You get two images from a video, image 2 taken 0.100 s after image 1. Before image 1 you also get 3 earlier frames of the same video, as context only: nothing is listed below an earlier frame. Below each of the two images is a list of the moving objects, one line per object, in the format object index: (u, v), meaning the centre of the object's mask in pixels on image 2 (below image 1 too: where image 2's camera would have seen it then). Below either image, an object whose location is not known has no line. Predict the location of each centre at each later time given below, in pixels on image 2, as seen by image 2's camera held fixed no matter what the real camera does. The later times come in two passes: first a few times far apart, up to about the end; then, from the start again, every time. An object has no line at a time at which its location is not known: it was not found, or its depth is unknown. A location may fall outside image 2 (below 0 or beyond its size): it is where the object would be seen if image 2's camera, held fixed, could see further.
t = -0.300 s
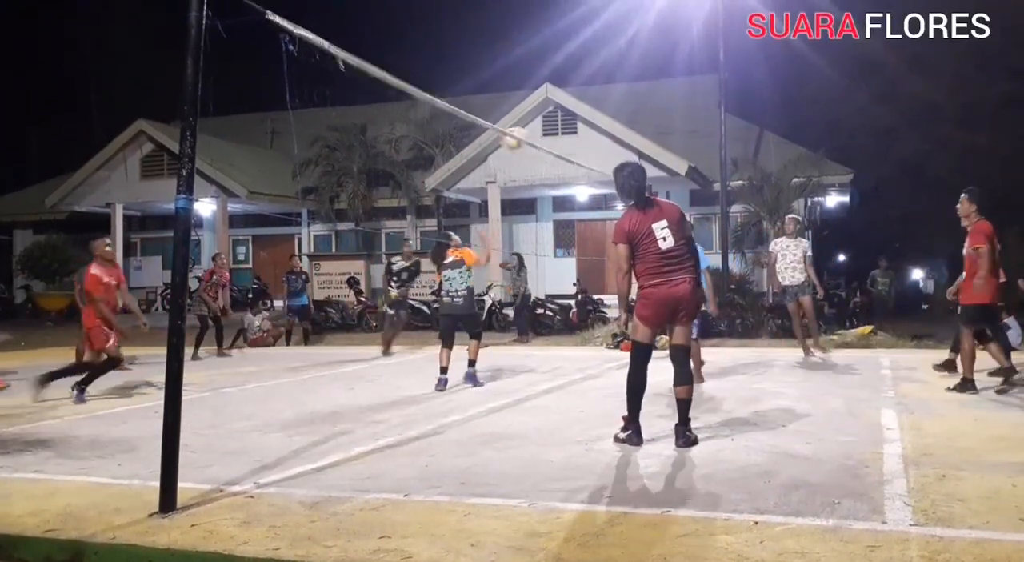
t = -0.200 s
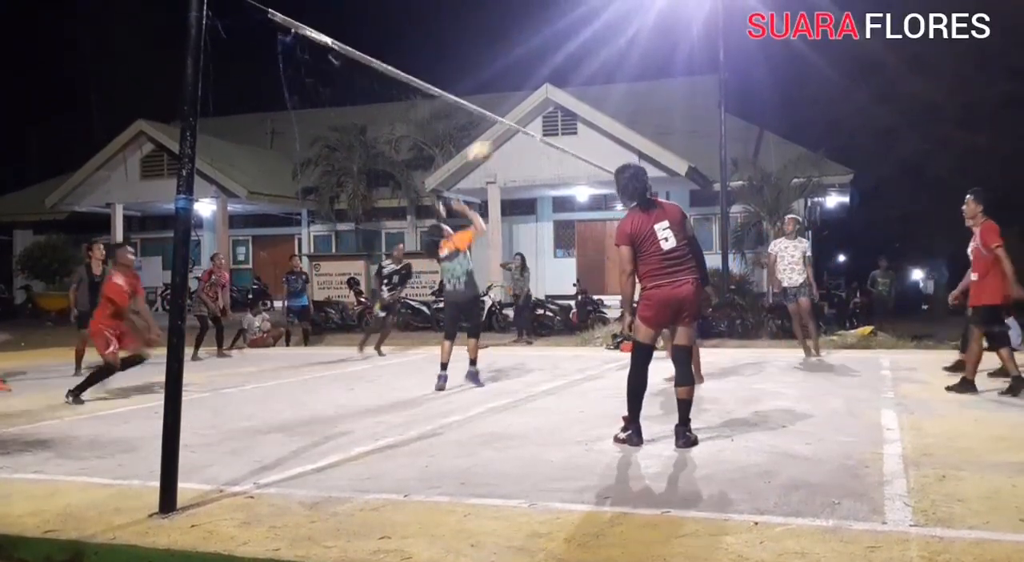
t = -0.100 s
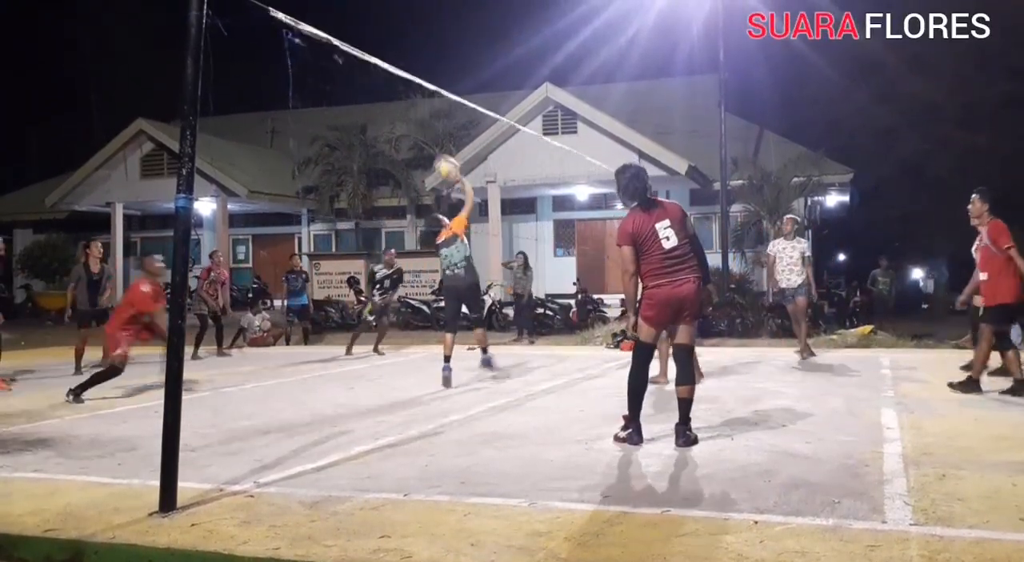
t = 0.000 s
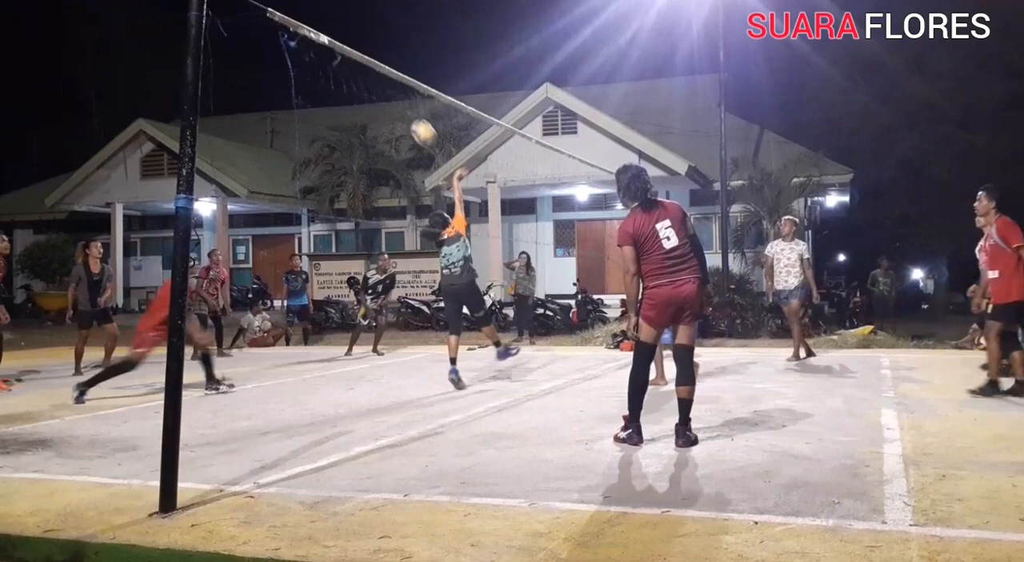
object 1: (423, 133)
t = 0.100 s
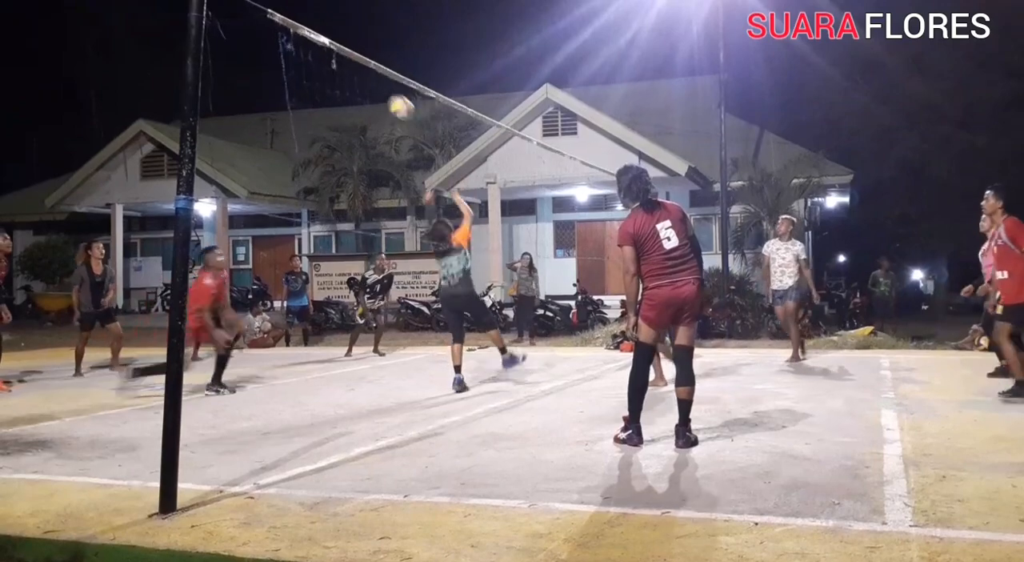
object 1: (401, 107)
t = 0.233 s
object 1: (371, 88)
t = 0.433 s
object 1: (330, 92)
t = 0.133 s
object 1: (393, 100)
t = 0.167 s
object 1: (386, 95)
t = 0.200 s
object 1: (378, 91)
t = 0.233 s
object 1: (371, 88)
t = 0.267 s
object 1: (364, 86)
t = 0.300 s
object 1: (357, 85)
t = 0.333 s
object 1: (351, 85)
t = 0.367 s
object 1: (344, 86)
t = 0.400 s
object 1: (337, 88)
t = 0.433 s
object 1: (330, 92)
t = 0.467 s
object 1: (324, 95)
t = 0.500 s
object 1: (318, 101)
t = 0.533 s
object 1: (311, 107)
